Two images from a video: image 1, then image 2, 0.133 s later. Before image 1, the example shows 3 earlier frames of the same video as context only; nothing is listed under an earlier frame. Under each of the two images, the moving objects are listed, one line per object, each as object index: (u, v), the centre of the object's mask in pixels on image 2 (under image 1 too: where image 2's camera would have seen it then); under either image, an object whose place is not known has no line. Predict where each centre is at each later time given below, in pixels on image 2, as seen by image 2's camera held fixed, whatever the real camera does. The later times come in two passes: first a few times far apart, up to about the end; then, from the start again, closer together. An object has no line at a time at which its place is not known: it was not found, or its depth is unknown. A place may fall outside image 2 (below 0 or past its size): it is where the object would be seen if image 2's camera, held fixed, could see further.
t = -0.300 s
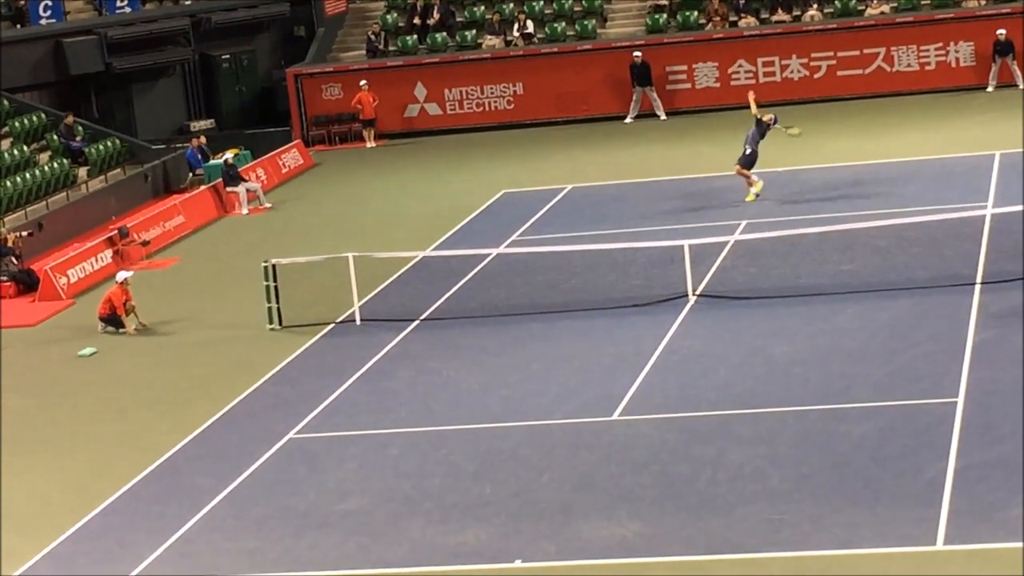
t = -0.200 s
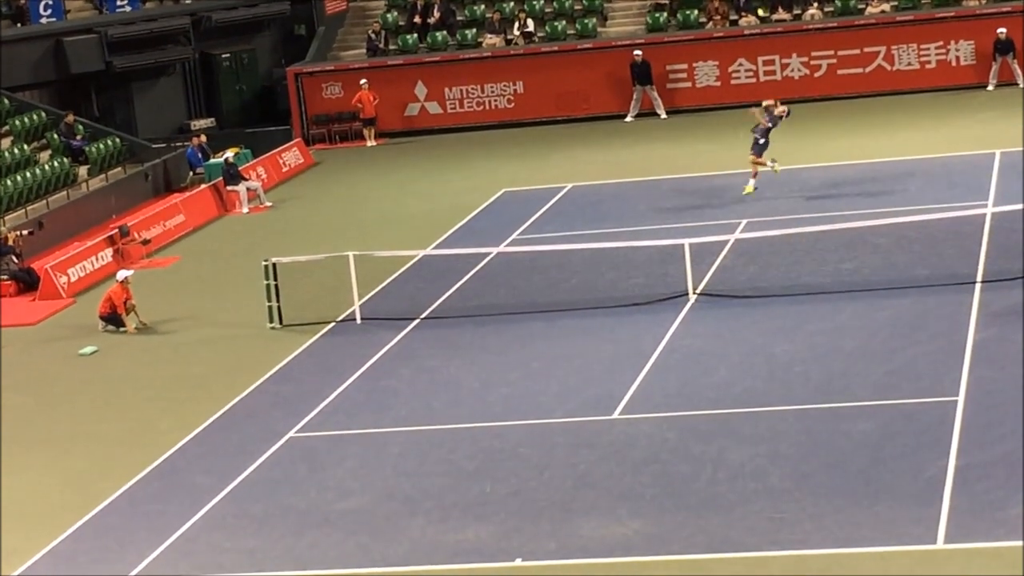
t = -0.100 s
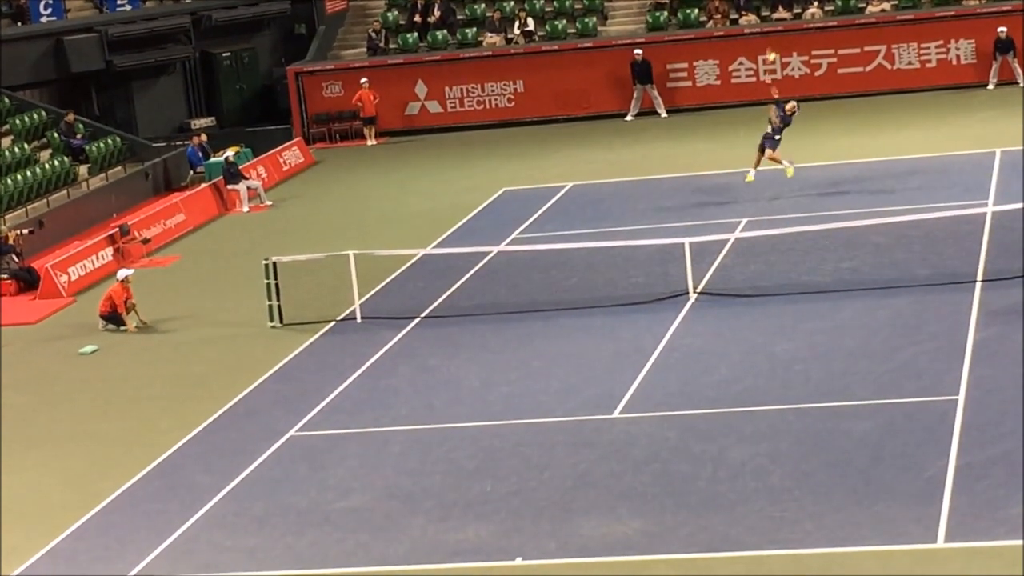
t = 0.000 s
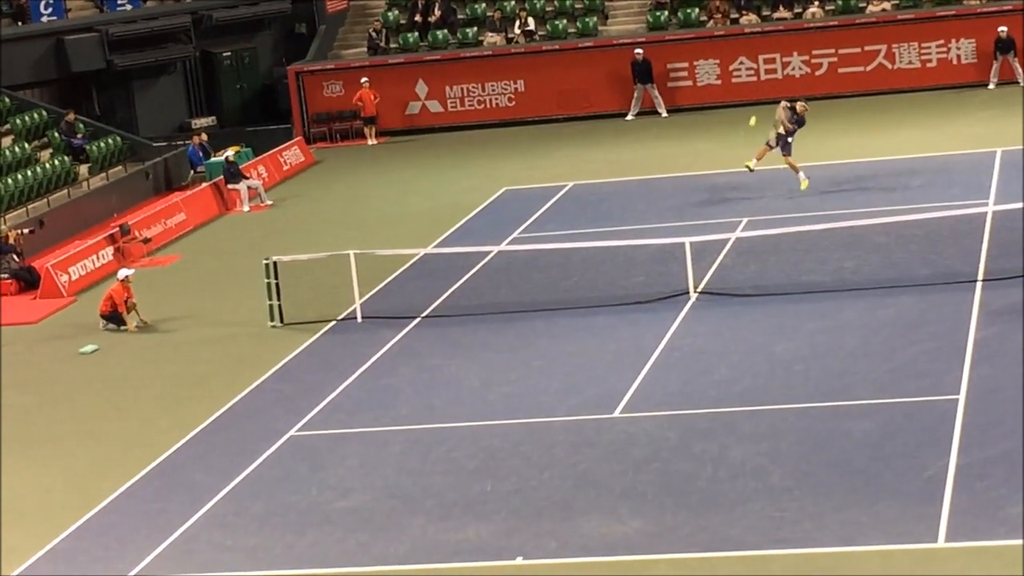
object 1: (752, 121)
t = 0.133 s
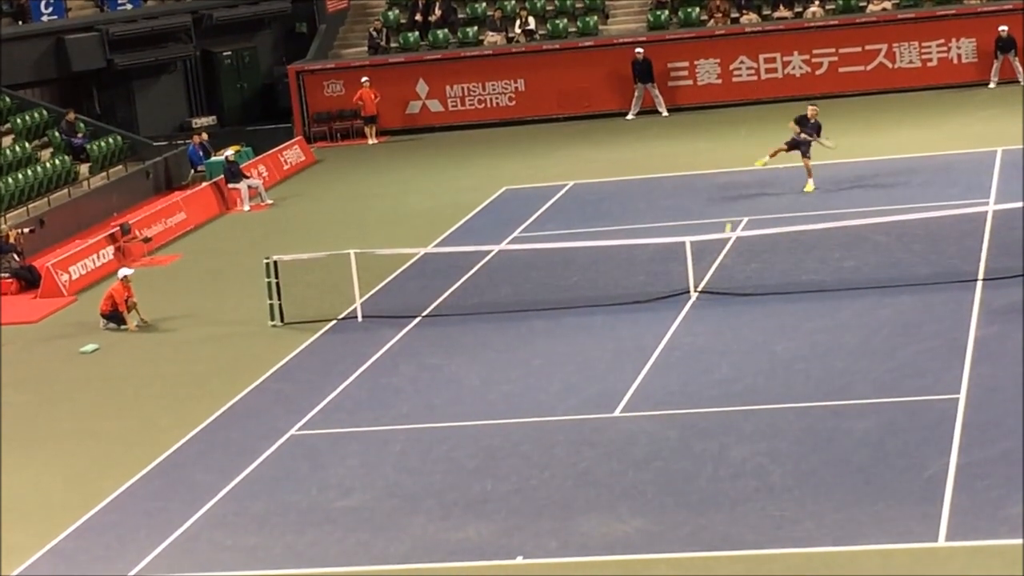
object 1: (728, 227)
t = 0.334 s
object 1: (690, 363)
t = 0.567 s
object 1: (643, 375)
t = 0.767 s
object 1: (605, 447)
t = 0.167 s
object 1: (721, 261)
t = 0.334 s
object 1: (690, 363)
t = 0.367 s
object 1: (683, 360)
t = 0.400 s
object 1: (676, 359)
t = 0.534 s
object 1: (649, 369)
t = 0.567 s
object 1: (643, 375)
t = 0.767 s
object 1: (605, 447)
